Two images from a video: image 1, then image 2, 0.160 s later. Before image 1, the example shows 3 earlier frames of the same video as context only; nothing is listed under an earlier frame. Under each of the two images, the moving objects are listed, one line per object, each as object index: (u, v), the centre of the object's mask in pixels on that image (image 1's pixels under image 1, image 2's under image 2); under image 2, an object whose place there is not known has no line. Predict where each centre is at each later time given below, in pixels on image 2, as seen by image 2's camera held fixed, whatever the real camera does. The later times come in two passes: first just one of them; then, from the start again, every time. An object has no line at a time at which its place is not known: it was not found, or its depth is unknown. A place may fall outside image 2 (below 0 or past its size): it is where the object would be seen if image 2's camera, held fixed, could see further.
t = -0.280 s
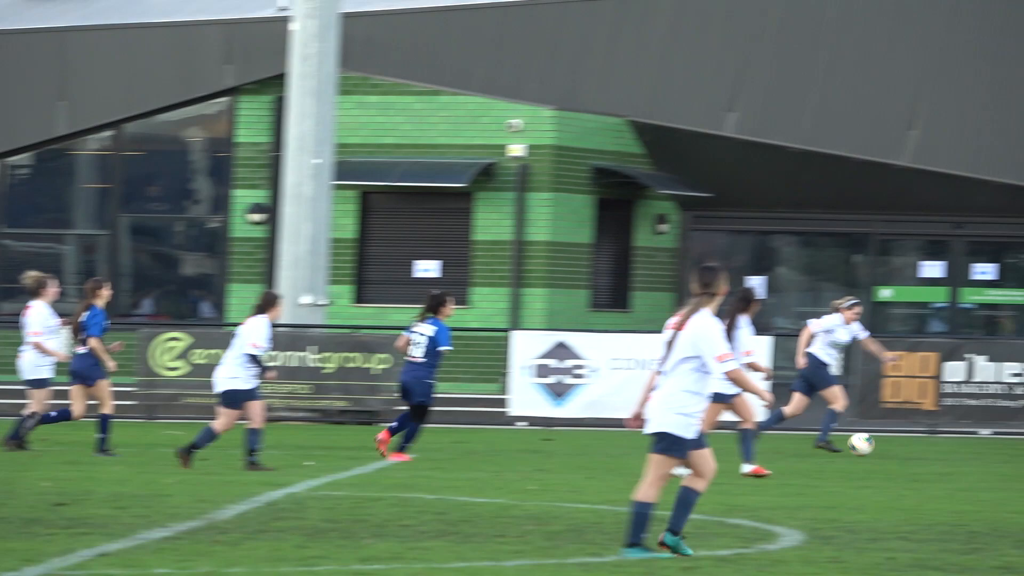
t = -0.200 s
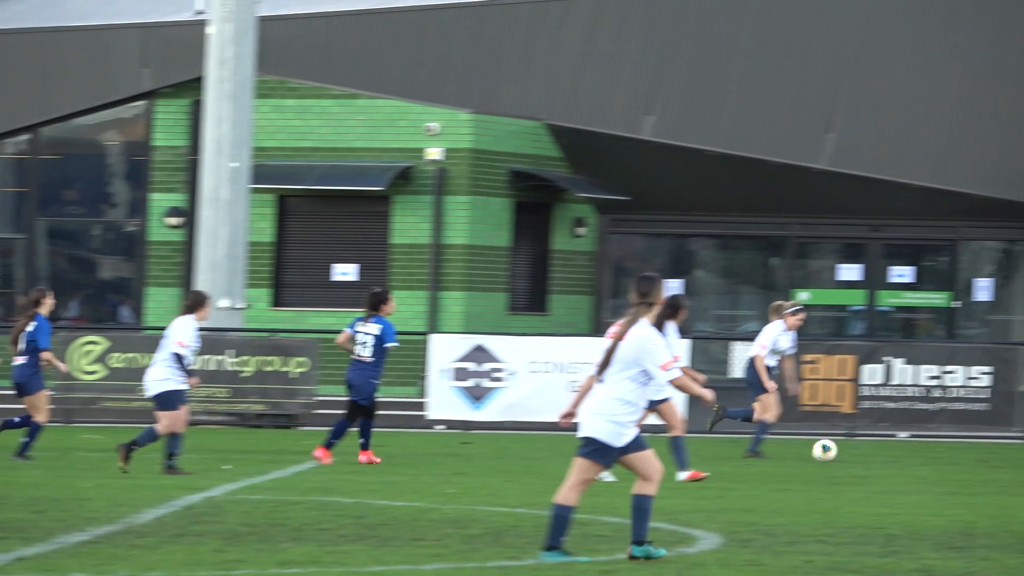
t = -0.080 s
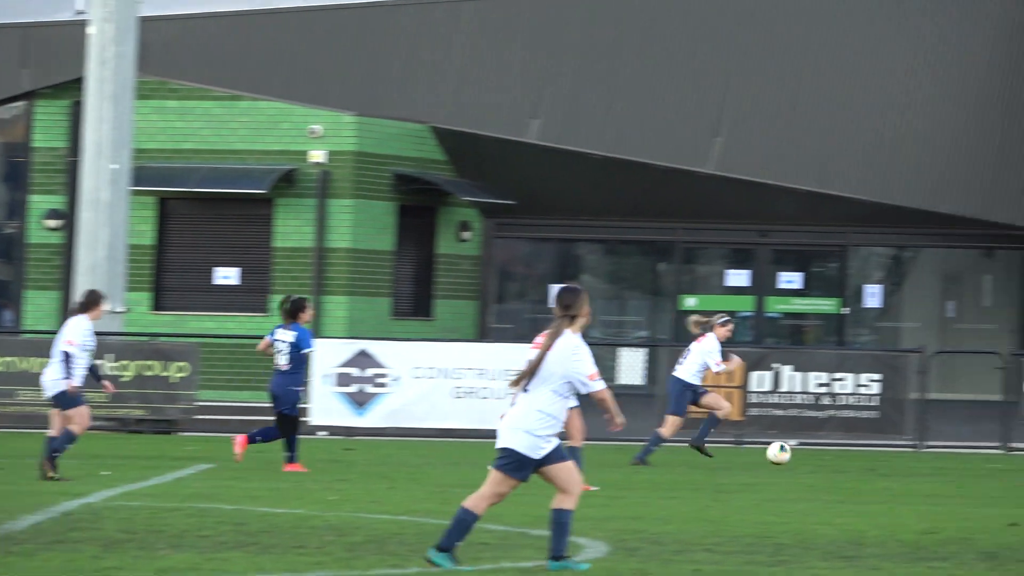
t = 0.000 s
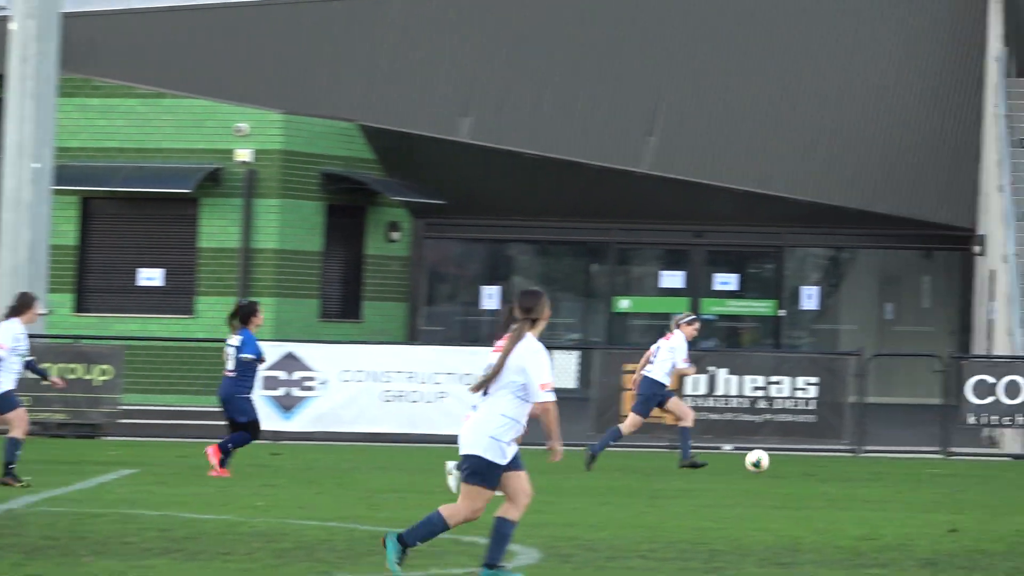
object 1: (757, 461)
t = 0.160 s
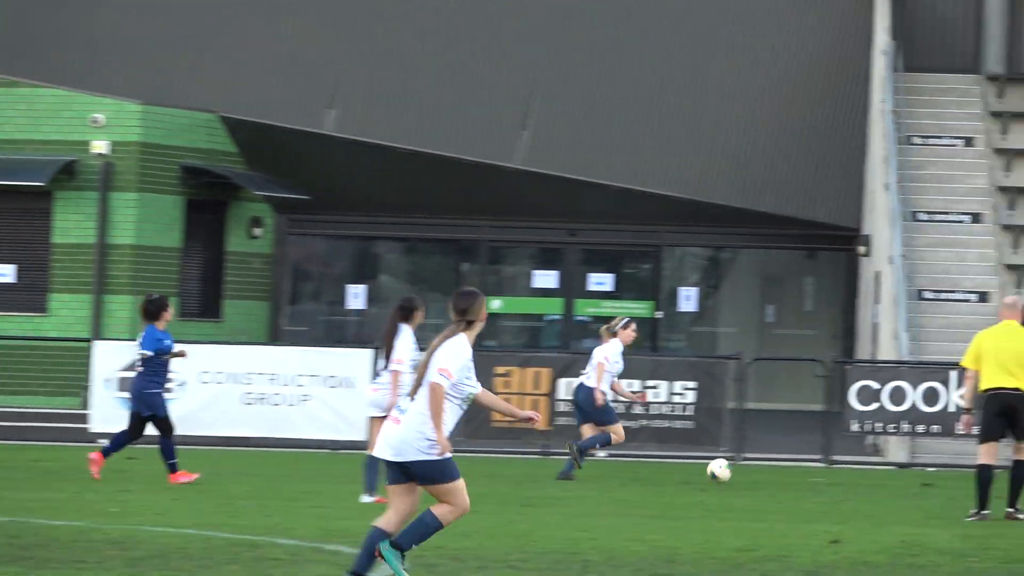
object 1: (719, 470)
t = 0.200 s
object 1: (741, 472)
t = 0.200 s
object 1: (741, 472)
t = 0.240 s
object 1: (762, 474)
